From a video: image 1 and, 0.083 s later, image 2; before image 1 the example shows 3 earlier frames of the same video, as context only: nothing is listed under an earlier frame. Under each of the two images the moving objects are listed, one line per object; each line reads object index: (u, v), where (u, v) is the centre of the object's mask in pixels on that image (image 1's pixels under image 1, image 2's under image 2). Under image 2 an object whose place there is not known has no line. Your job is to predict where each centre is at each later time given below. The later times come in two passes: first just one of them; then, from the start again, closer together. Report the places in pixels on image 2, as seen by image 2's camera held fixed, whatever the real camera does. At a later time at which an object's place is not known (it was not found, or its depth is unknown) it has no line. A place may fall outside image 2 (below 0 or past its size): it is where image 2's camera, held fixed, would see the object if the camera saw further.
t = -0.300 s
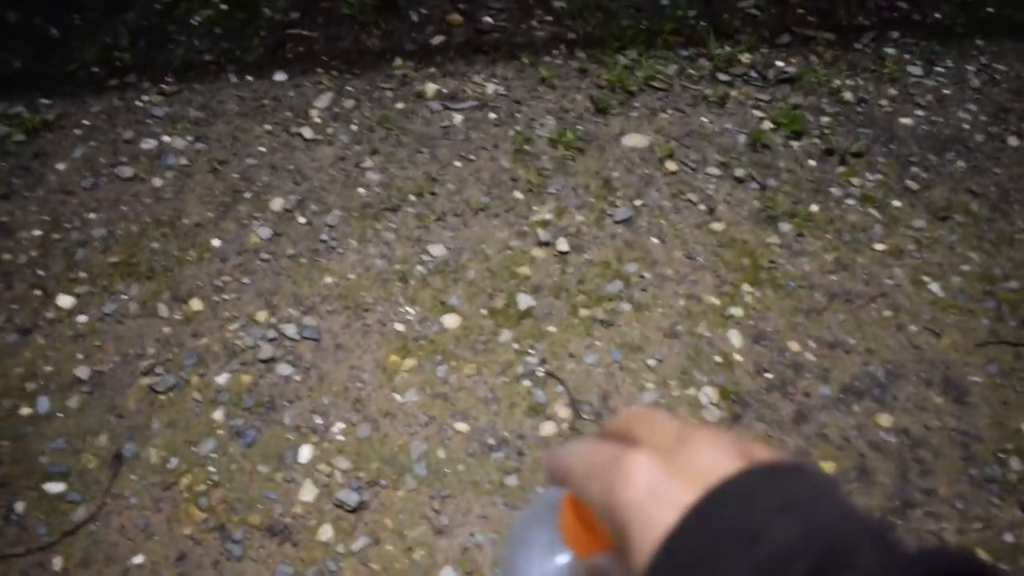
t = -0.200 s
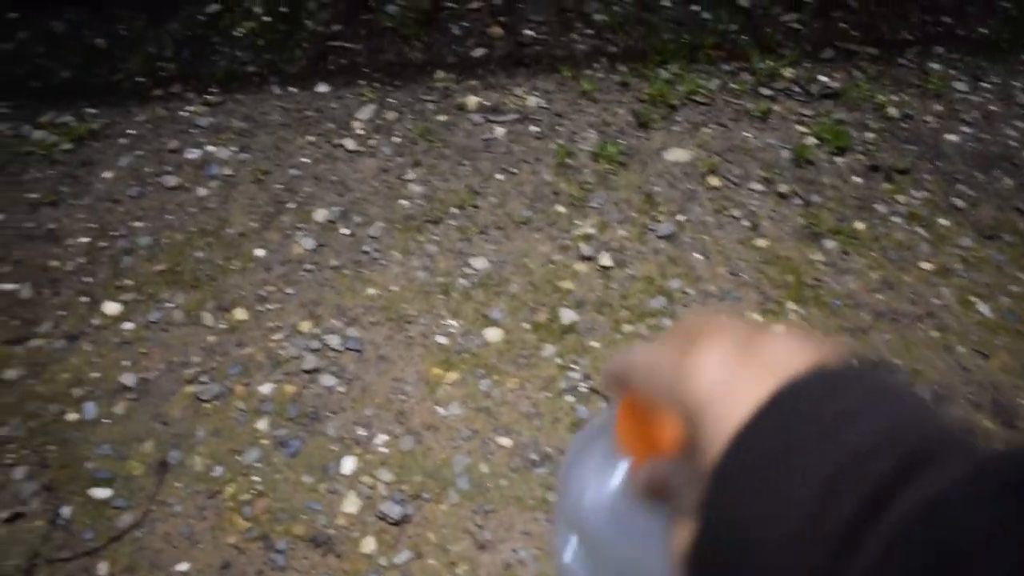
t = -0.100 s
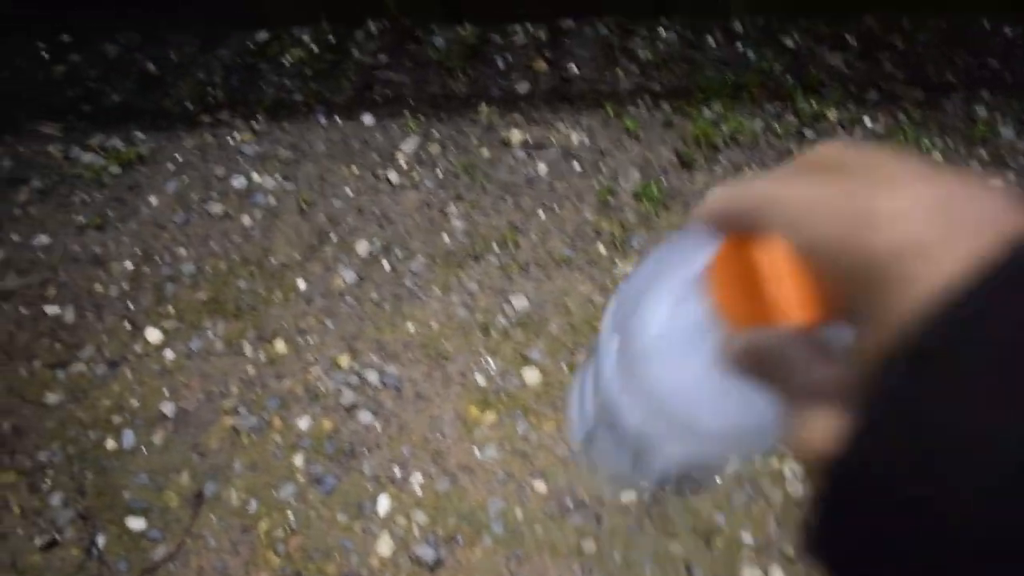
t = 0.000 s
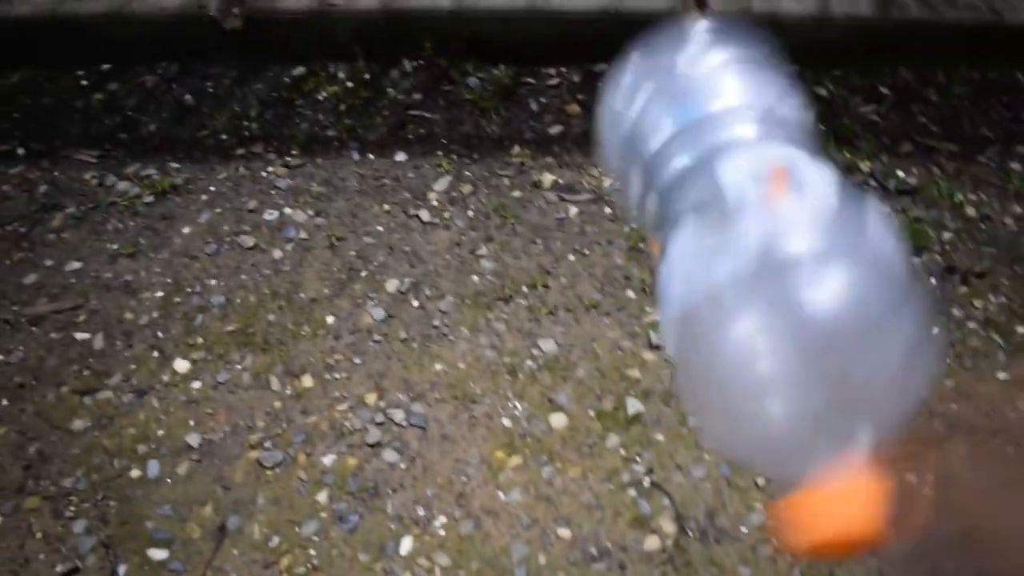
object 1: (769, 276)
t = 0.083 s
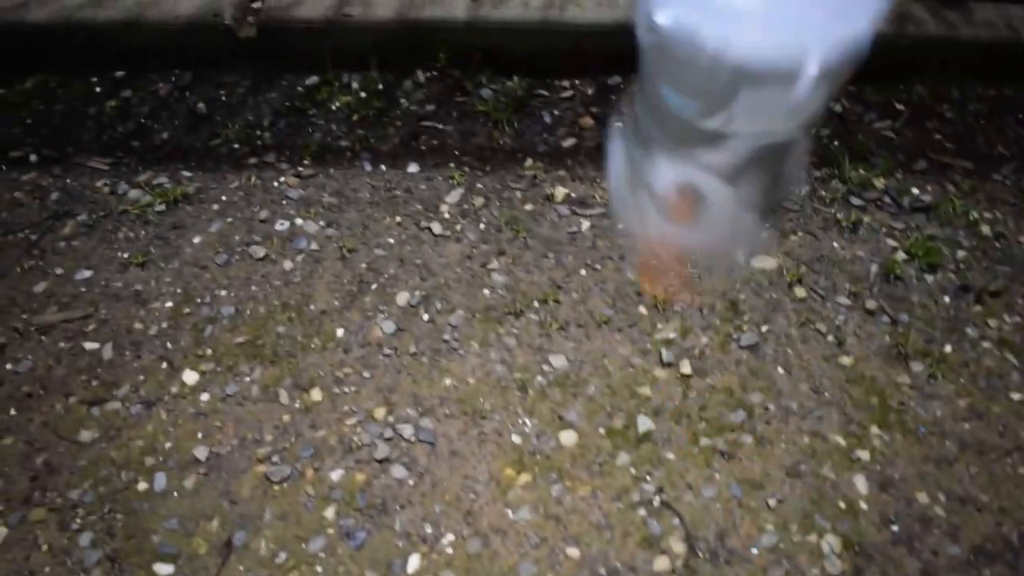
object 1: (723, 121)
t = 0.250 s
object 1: (647, 142)
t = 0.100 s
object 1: (725, 89)
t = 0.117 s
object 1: (736, 68)
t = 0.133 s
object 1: (743, 69)
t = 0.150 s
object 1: (737, 81)
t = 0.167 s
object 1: (721, 95)
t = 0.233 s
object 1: (658, 130)
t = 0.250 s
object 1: (647, 142)
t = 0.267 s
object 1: (639, 155)
